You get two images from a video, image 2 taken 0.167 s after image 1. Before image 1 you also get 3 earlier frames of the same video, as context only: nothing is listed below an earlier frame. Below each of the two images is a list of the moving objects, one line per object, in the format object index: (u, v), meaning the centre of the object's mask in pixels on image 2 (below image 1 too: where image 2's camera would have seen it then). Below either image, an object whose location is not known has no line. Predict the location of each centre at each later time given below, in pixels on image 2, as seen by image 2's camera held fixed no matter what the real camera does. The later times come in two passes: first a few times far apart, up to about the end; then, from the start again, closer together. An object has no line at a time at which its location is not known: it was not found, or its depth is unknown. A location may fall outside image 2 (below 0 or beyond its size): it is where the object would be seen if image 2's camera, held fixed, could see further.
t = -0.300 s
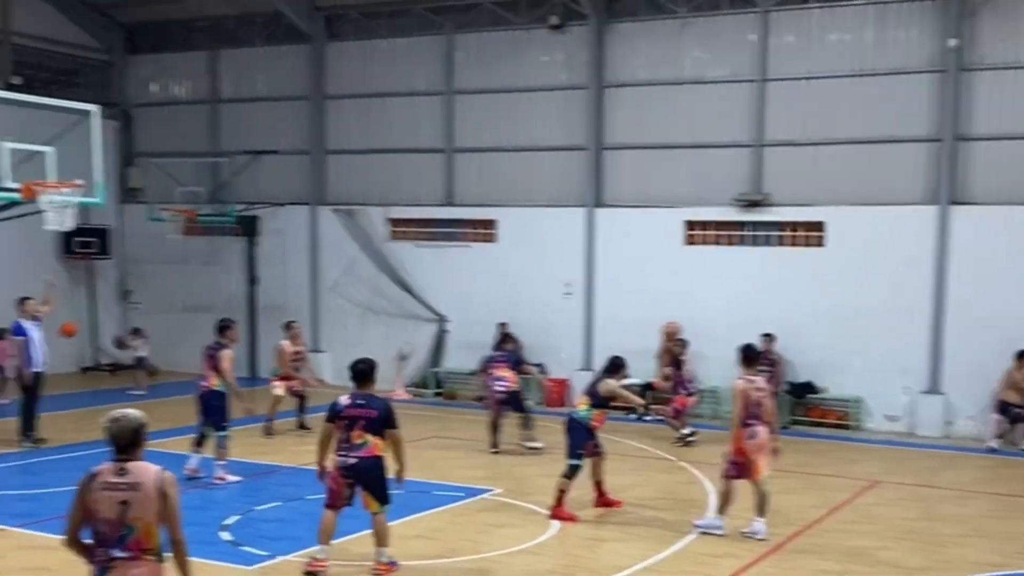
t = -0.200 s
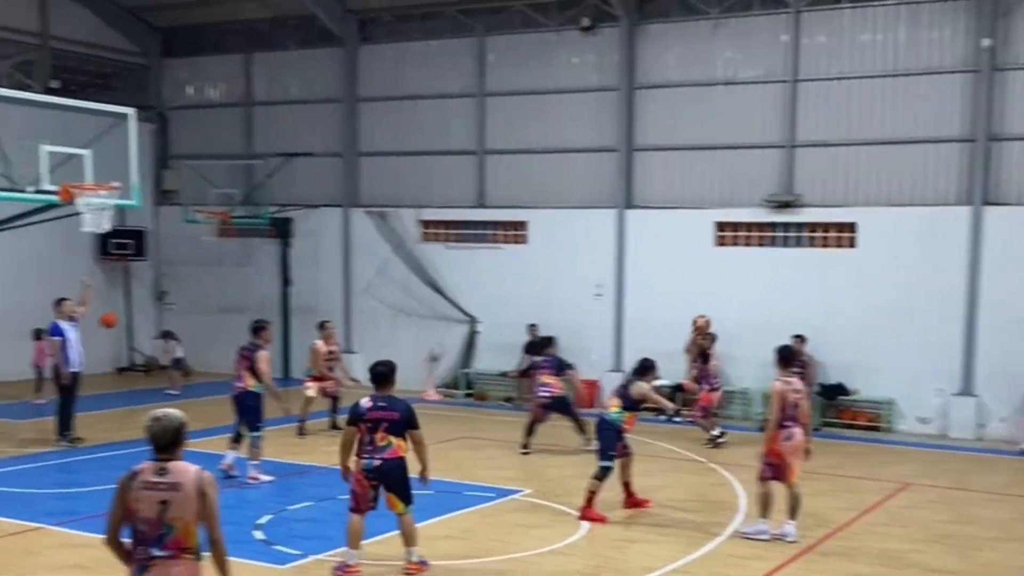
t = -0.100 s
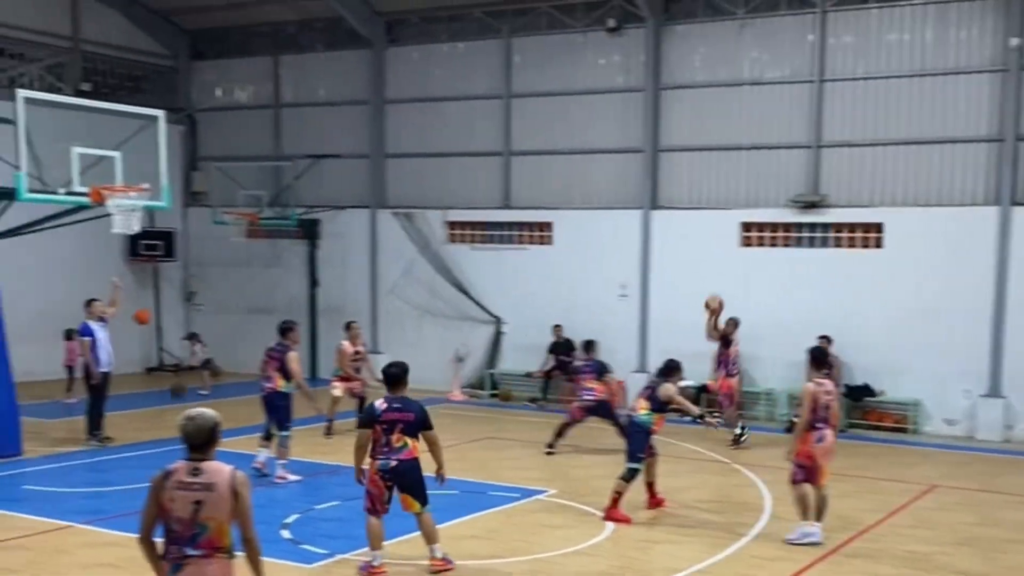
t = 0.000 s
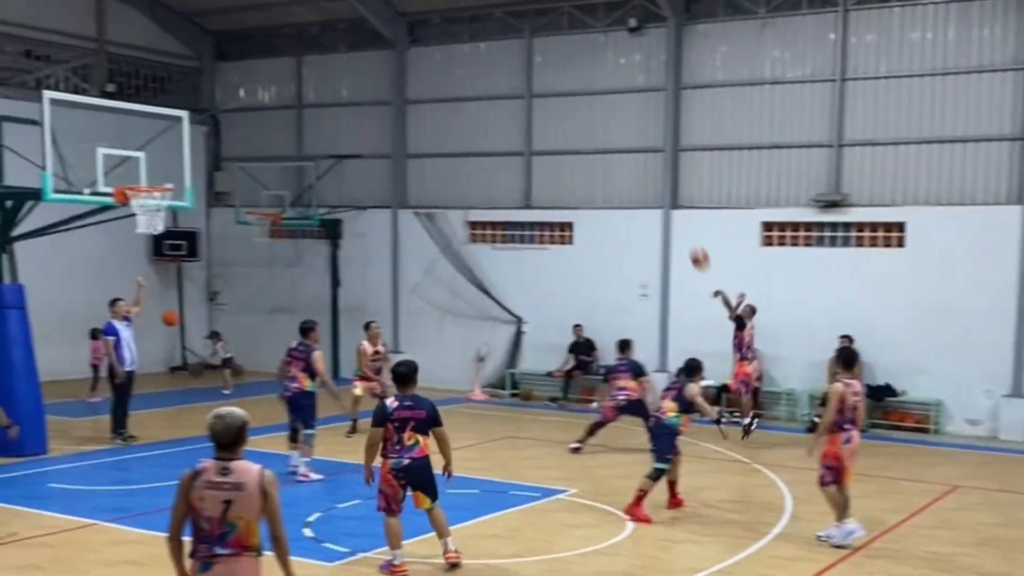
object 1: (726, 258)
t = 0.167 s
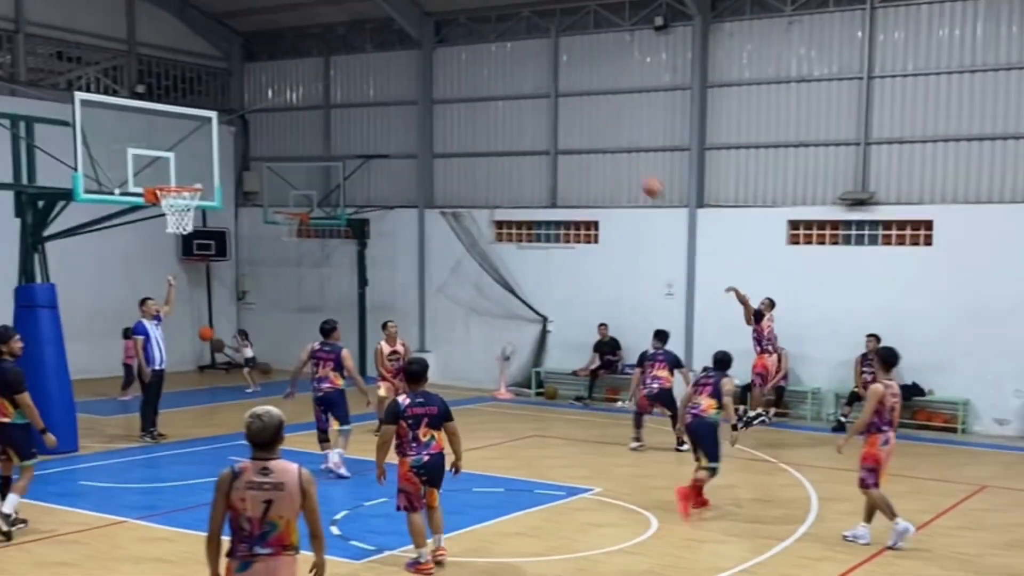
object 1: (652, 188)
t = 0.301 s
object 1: (592, 143)
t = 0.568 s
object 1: (461, 97)
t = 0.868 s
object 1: (305, 116)
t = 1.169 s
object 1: (156, 206)
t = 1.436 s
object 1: (141, 256)
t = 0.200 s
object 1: (637, 175)
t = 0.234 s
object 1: (621, 164)
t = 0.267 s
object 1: (607, 154)
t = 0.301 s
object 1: (592, 143)
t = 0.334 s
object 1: (576, 135)
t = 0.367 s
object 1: (560, 127)
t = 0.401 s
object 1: (544, 119)
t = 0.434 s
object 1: (527, 113)
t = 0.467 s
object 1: (512, 109)
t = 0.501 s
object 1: (496, 104)
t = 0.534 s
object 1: (479, 100)
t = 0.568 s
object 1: (461, 97)
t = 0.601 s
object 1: (445, 96)
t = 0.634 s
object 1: (429, 93)
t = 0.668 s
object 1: (412, 94)
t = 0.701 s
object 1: (394, 95)
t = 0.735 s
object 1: (377, 97)
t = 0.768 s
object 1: (359, 100)
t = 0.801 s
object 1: (341, 105)
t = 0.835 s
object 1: (323, 109)
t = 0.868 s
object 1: (305, 116)
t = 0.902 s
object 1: (288, 123)
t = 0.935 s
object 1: (268, 131)
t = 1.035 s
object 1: (211, 163)
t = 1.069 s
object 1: (193, 175)
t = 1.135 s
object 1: (161, 199)
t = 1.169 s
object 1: (156, 206)
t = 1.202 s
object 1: (154, 207)
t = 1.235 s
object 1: (153, 210)
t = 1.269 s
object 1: (151, 215)
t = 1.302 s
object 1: (149, 222)
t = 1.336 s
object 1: (147, 229)
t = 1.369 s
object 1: (145, 237)
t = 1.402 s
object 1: (143, 246)
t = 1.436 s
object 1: (141, 256)
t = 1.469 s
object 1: (140, 267)
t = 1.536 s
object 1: (136, 292)
